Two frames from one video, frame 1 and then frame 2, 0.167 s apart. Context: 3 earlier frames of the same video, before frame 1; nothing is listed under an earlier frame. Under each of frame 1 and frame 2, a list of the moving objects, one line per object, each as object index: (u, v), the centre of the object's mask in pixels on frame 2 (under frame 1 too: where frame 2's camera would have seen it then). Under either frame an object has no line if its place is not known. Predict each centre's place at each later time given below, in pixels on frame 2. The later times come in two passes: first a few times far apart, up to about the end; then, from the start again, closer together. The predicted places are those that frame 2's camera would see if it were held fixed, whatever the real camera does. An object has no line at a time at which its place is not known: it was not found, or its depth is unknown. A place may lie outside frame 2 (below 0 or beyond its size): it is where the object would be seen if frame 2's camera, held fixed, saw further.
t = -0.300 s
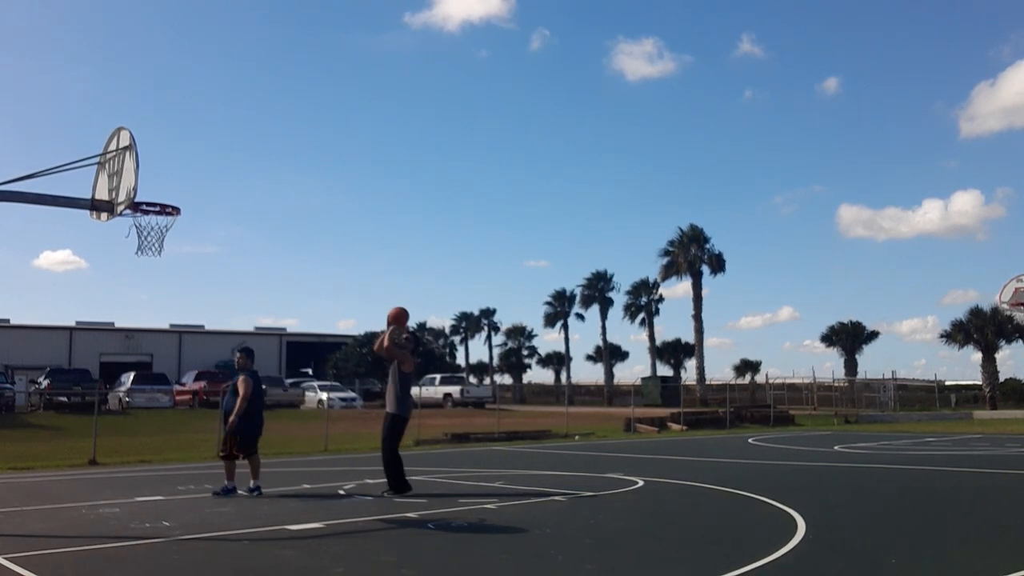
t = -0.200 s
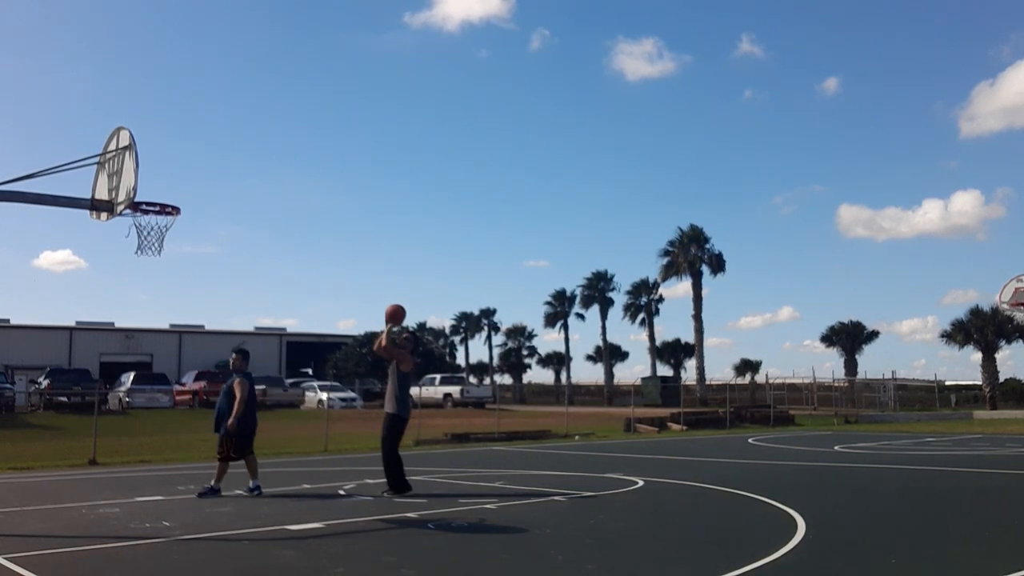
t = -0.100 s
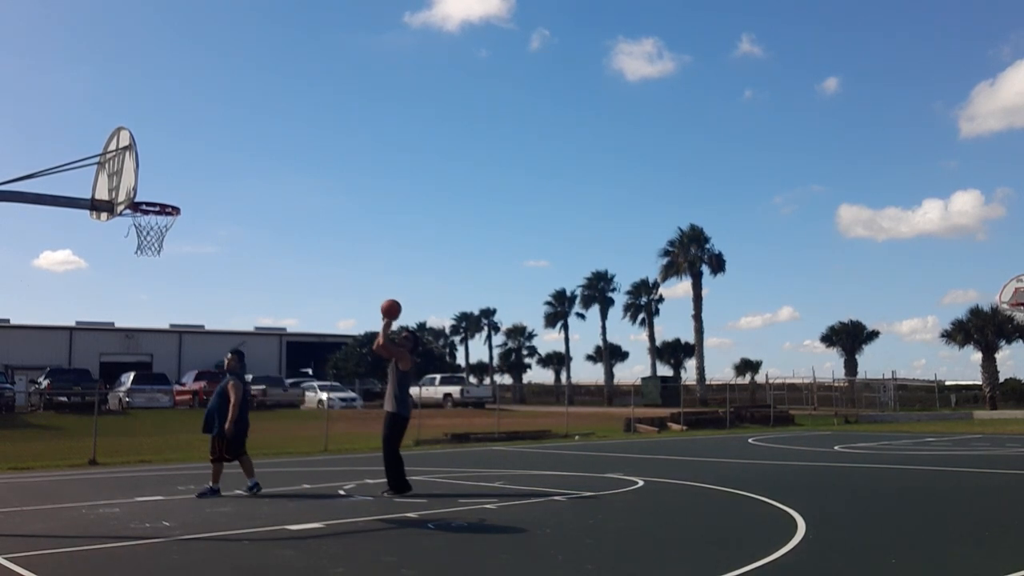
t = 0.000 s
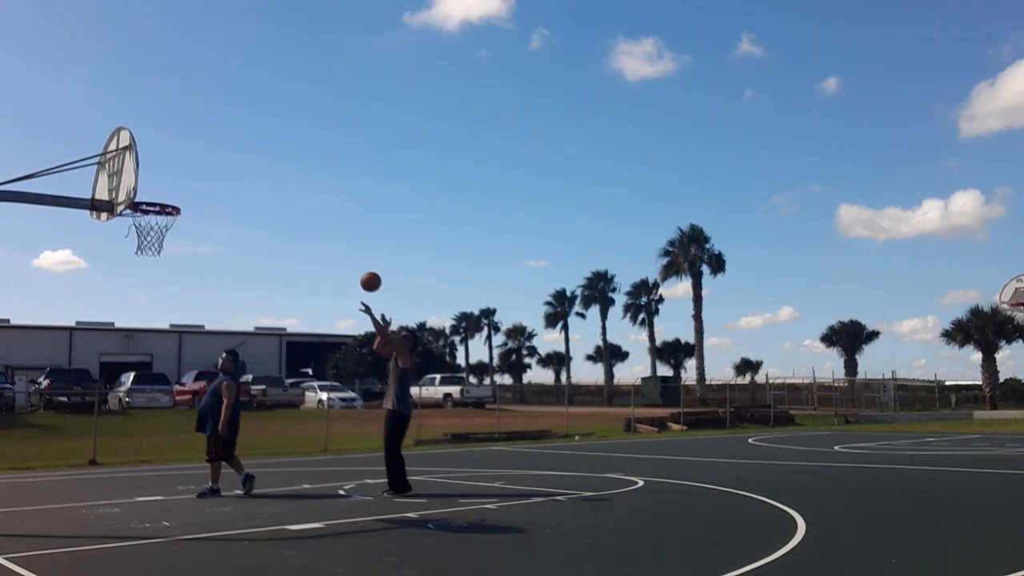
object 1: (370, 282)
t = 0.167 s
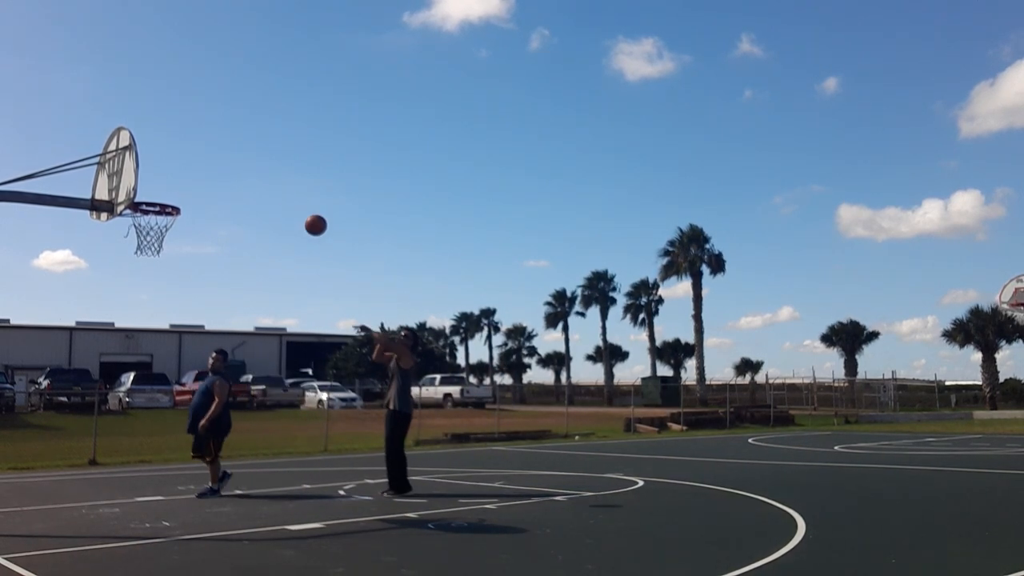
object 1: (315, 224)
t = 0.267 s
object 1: (280, 200)
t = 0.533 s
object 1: (178, 175)
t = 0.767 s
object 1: (158, 190)
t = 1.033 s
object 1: (239, 224)
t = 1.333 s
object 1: (312, 335)
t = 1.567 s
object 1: (359, 470)
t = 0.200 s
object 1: (304, 216)
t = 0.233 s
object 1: (292, 208)
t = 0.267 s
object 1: (280, 200)
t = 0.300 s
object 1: (268, 194)
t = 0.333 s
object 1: (256, 188)
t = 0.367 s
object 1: (243, 184)
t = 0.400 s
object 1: (231, 180)
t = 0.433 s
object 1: (218, 177)
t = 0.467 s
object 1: (205, 175)
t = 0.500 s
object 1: (191, 174)
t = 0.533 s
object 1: (178, 175)
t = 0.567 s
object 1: (164, 176)
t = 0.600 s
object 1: (150, 179)
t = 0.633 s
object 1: (142, 183)
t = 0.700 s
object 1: (140, 194)
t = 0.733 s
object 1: (148, 191)
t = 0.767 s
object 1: (158, 190)
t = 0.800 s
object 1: (169, 191)
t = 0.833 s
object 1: (180, 192)
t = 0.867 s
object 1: (190, 195)
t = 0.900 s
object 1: (201, 198)
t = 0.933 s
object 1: (211, 203)
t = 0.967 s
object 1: (220, 209)
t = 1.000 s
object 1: (230, 216)
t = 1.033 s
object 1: (239, 224)
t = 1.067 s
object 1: (248, 233)
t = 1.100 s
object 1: (257, 242)
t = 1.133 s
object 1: (265, 253)
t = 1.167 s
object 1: (274, 264)
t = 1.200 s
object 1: (282, 277)
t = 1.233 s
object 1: (290, 290)
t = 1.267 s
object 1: (298, 304)
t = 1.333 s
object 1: (312, 335)
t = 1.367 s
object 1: (320, 352)
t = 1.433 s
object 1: (333, 387)
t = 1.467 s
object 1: (340, 407)
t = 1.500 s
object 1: (346, 427)
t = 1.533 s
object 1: (353, 448)
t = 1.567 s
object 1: (359, 470)
